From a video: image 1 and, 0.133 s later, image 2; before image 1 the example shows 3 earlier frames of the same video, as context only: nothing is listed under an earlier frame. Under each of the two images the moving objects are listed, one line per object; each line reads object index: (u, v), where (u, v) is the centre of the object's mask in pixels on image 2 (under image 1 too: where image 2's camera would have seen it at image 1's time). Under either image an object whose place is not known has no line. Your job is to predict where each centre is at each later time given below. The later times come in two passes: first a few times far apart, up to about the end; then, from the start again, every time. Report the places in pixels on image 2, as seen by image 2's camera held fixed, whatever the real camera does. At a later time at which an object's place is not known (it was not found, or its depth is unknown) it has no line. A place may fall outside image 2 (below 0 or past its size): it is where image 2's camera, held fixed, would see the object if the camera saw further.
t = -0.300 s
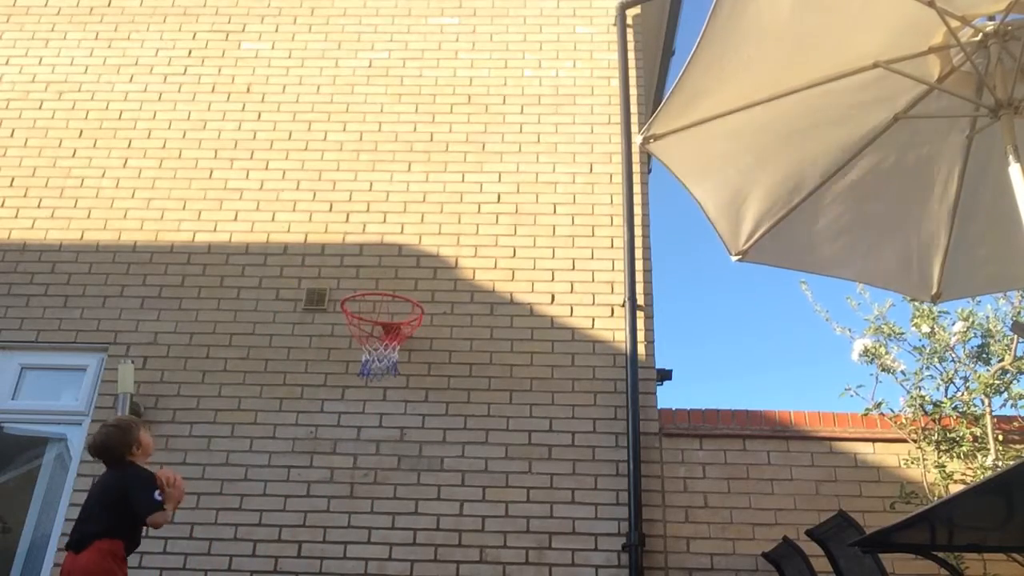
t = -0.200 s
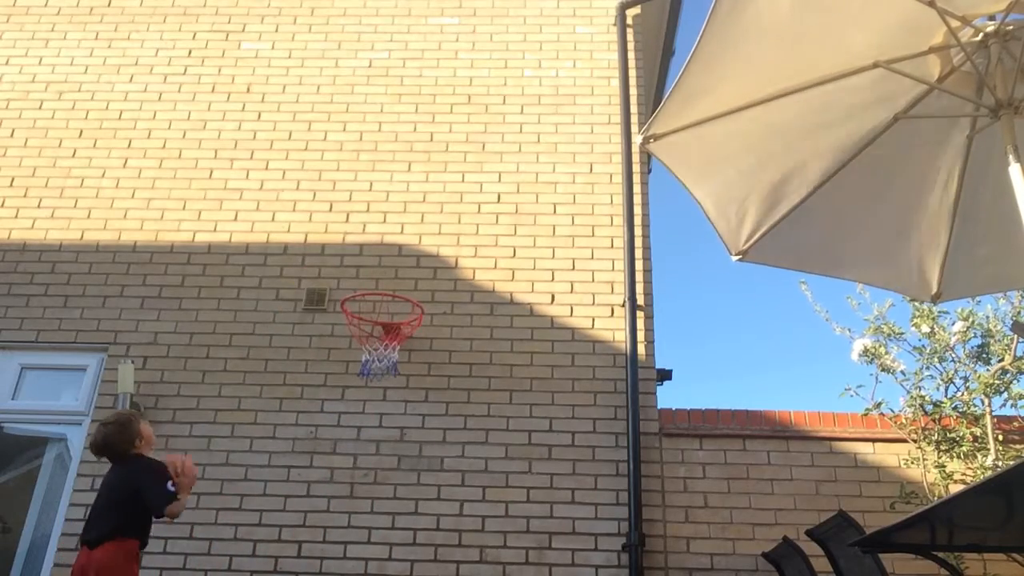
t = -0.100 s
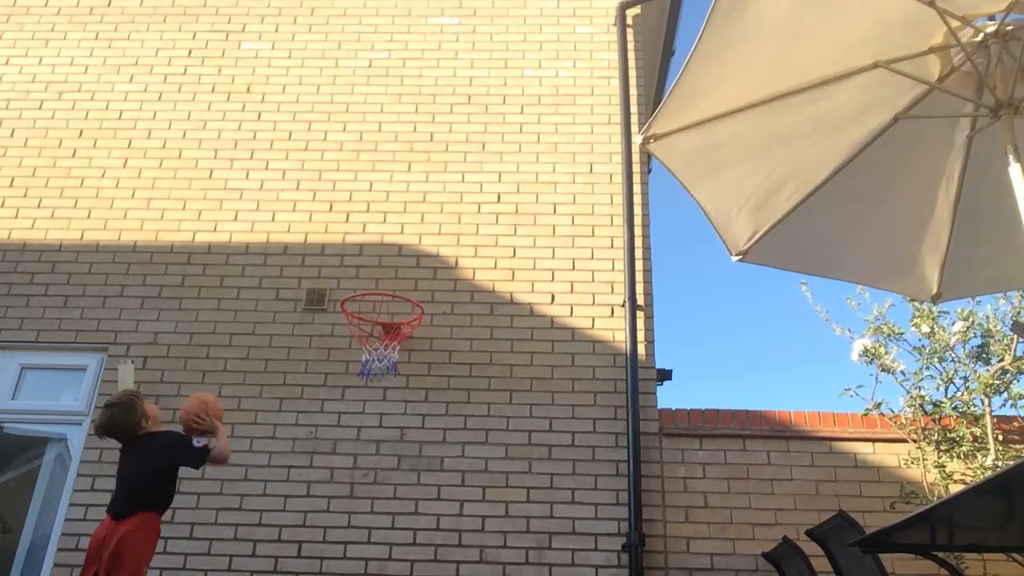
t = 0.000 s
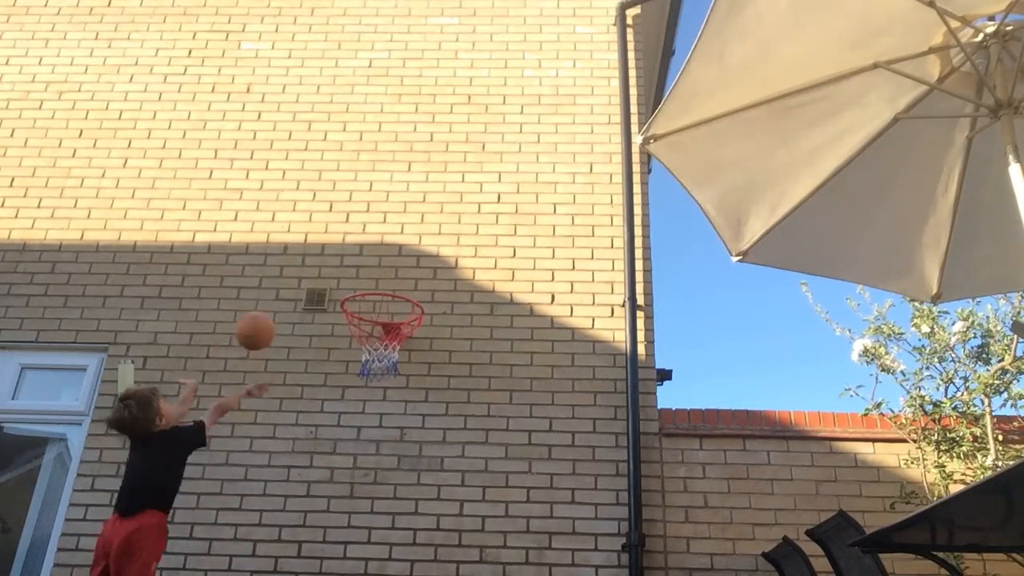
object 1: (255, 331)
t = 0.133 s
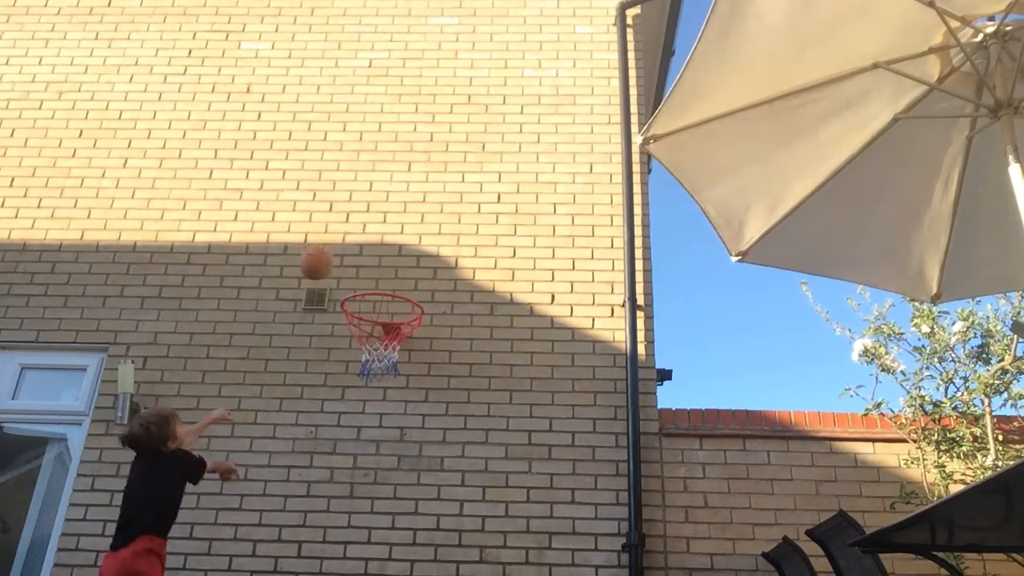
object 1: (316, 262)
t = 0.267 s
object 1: (365, 234)
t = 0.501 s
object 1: (427, 251)
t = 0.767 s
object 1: (443, 320)
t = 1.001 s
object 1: (444, 496)
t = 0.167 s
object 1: (330, 252)
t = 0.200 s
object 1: (342, 244)
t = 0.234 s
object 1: (354, 239)
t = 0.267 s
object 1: (365, 234)
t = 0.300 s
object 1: (374, 231)
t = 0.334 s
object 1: (386, 231)
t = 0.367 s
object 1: (393, 231)
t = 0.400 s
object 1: (404, 234)
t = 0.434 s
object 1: (411, 238)
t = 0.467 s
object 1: (419, 243)
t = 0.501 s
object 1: (427, 251)
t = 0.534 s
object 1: (435, 261)
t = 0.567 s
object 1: (438, 263)
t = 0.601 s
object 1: (438, 267)
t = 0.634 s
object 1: (439, 274)
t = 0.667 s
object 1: (441, 282)
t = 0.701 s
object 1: (442, 293)
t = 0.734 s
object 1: (443, 305)
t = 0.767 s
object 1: (443, 320)
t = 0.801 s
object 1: (445, 336)
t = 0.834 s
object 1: (444, 355)
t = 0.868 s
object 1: (444, 377)
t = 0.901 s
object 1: (444, 402)
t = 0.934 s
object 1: (444, 429)
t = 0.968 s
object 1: (445, 461)
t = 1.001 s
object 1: (444, 496)
